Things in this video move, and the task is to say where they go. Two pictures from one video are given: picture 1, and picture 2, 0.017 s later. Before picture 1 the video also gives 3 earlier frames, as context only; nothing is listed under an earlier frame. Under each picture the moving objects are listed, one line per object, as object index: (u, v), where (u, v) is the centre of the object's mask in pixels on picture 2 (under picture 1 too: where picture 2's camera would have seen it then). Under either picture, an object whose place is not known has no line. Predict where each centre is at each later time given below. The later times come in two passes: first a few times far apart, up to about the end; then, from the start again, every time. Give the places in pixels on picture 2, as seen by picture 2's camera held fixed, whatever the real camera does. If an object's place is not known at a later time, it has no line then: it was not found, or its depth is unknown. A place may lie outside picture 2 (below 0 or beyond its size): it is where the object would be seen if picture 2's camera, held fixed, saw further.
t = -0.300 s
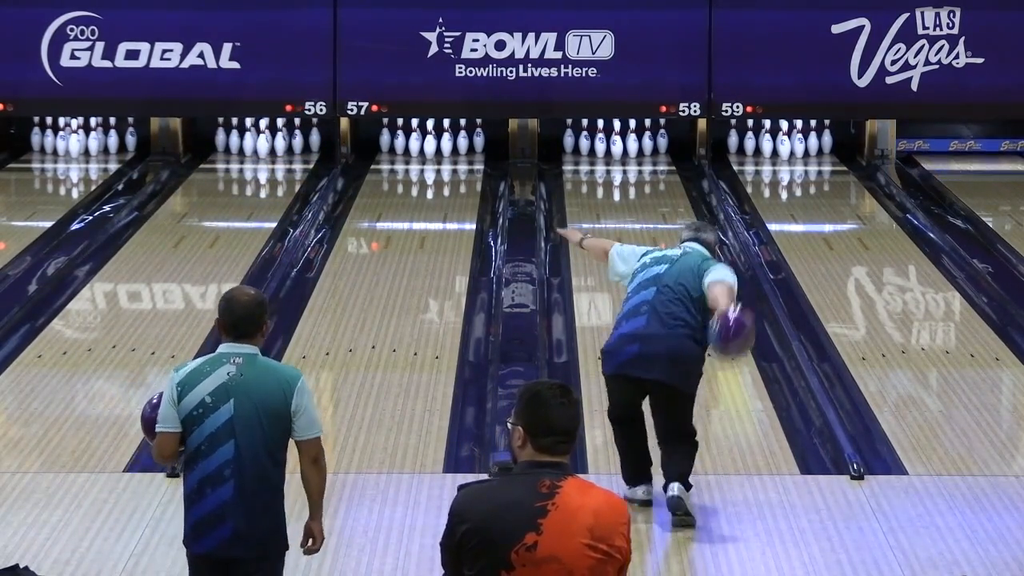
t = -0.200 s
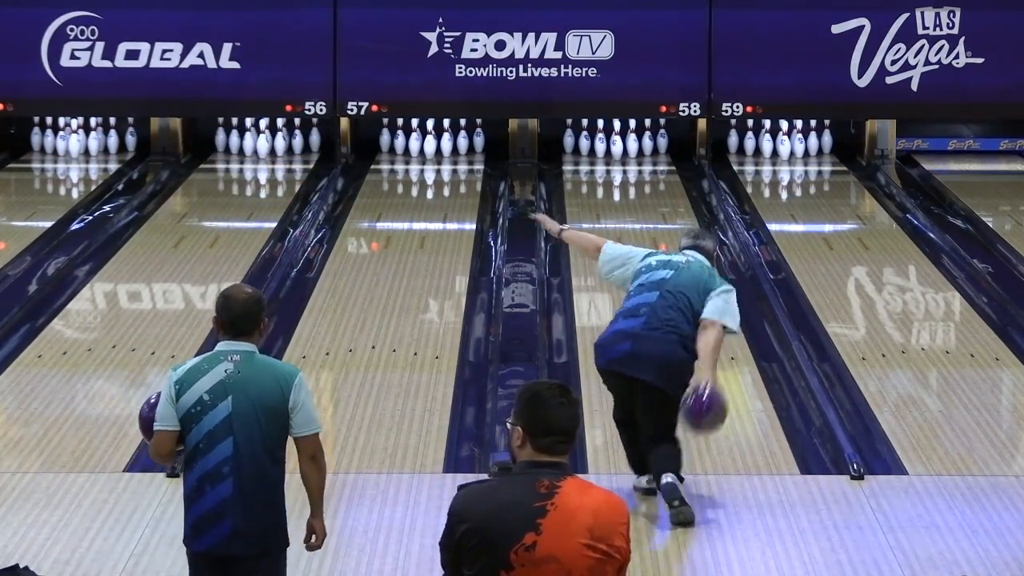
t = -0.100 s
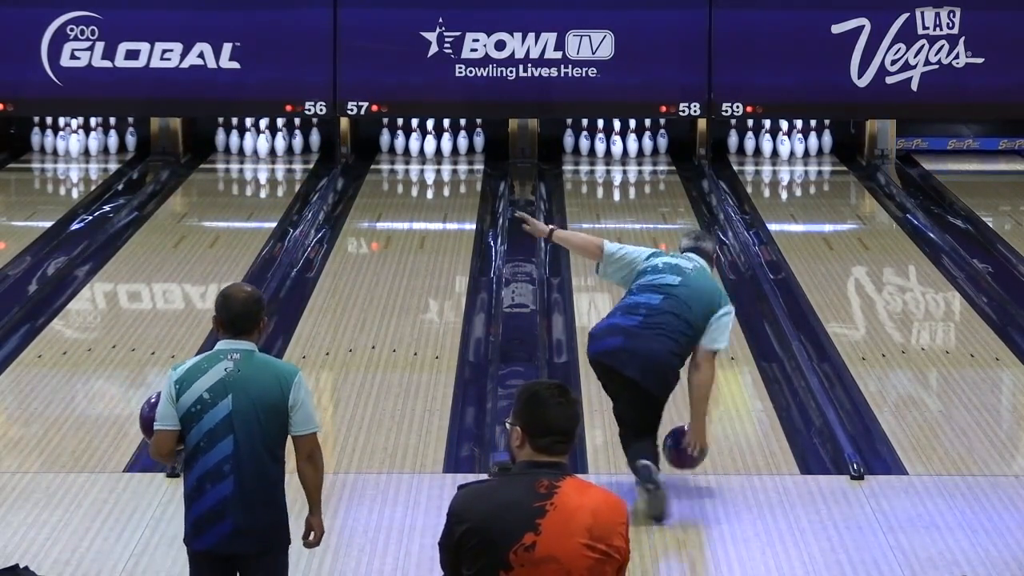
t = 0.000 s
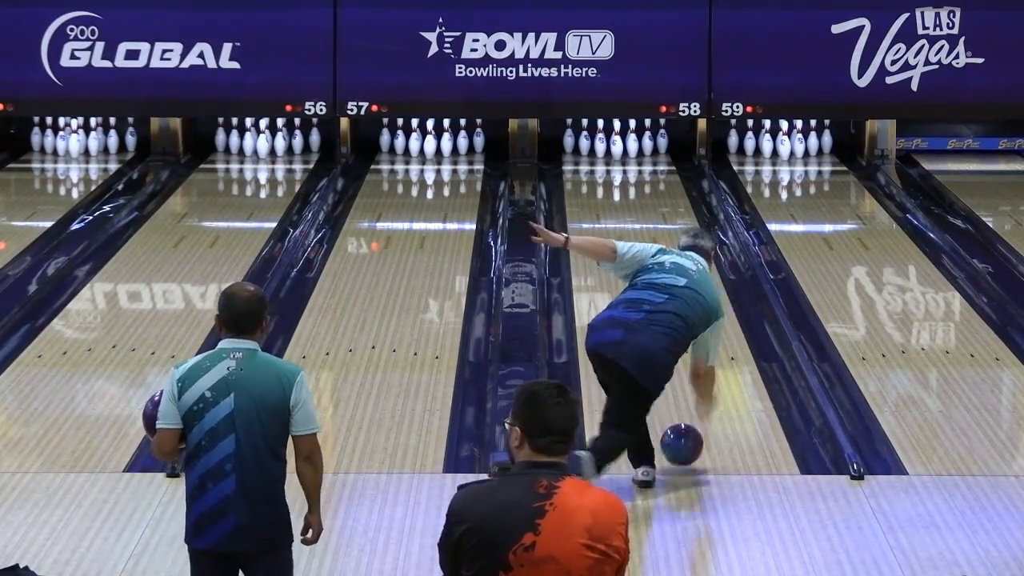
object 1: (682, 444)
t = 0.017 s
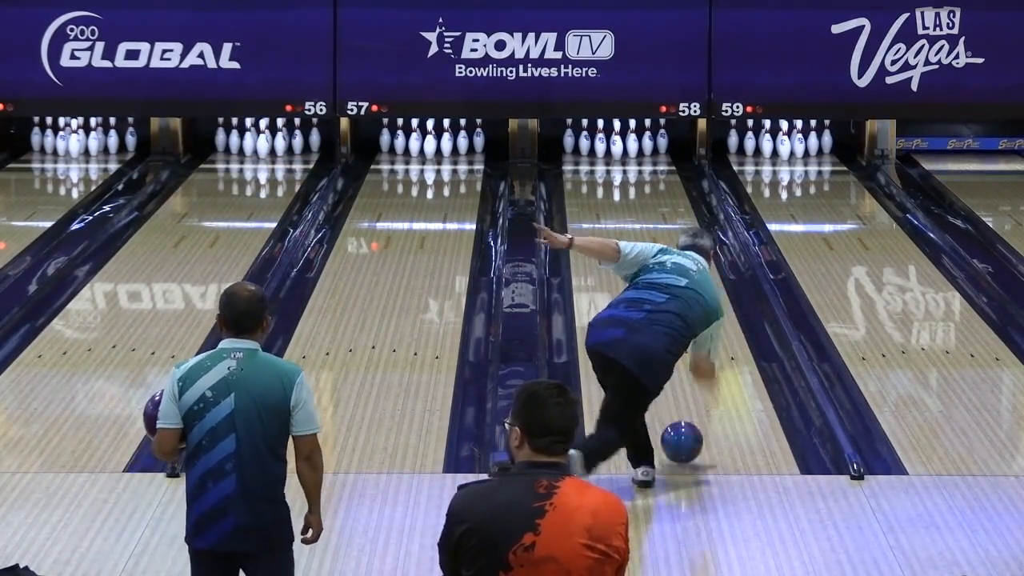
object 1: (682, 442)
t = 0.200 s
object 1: (682, 403)
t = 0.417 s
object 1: (684, 362)
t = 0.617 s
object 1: (688, 331)
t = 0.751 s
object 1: (691, 312)
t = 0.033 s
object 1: (682, 440)
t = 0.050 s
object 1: (682, 437)
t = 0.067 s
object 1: (682, 432)
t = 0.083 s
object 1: (682, 428)
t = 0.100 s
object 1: (682, 425)
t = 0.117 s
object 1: (682, 421)
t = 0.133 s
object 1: (682, 417)
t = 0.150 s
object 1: (682, 414)
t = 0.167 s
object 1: (682, 410)
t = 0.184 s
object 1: (682, 407)
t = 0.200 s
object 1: (682, 403)
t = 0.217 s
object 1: (683, 400)
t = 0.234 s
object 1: (683, 396)
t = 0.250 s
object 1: (683, 393)
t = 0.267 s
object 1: (683, 389)
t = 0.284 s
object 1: (683, 386)
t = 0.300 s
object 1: (683, 383)
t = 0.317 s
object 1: (683, 380)
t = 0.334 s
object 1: (683, 377)
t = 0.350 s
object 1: (683, 374)
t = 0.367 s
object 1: (683, 370)
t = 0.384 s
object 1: (683, 367)
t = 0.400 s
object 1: (683, 365)
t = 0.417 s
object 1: (684, 362)
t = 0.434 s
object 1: (684, 359)
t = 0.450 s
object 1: (684, 357)
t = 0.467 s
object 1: (685, 354)
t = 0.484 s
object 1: (685, 352)
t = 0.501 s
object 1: (686, 349)
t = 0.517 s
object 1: (687, 346)
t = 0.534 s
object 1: (687, 344)
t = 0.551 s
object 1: (687, 341)
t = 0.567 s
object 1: (688, 338)
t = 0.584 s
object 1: (688, 335)
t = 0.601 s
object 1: (688, 333)
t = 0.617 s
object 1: (688, 331)
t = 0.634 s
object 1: (689, 329)
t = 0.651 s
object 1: (689, 326)
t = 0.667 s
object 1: (689, 324)
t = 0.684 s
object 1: (689, 322)
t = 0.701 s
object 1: (690, 319)
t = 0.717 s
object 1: (690, 317)
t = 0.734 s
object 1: (691, 315)
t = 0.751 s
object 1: (691, 312)
